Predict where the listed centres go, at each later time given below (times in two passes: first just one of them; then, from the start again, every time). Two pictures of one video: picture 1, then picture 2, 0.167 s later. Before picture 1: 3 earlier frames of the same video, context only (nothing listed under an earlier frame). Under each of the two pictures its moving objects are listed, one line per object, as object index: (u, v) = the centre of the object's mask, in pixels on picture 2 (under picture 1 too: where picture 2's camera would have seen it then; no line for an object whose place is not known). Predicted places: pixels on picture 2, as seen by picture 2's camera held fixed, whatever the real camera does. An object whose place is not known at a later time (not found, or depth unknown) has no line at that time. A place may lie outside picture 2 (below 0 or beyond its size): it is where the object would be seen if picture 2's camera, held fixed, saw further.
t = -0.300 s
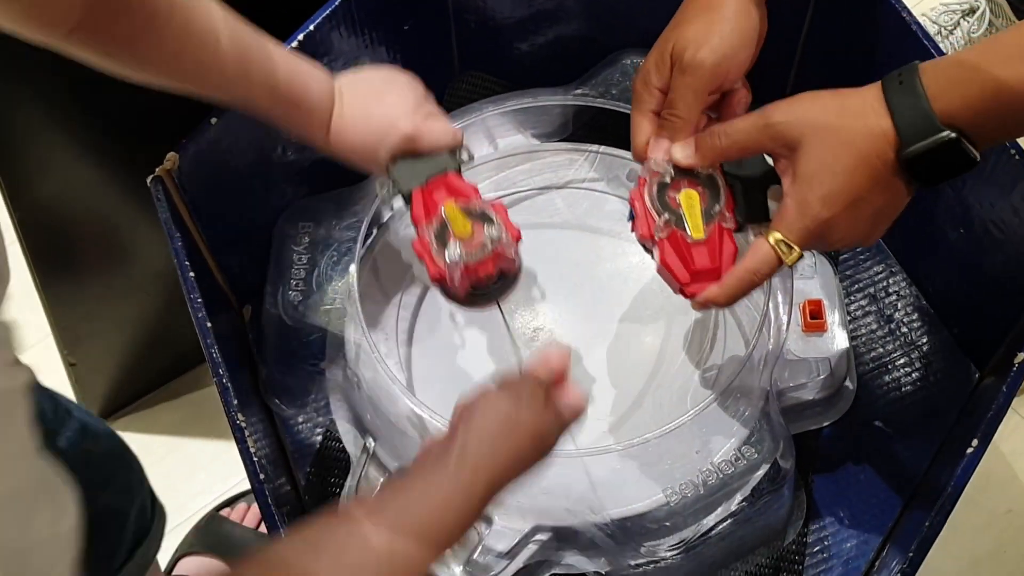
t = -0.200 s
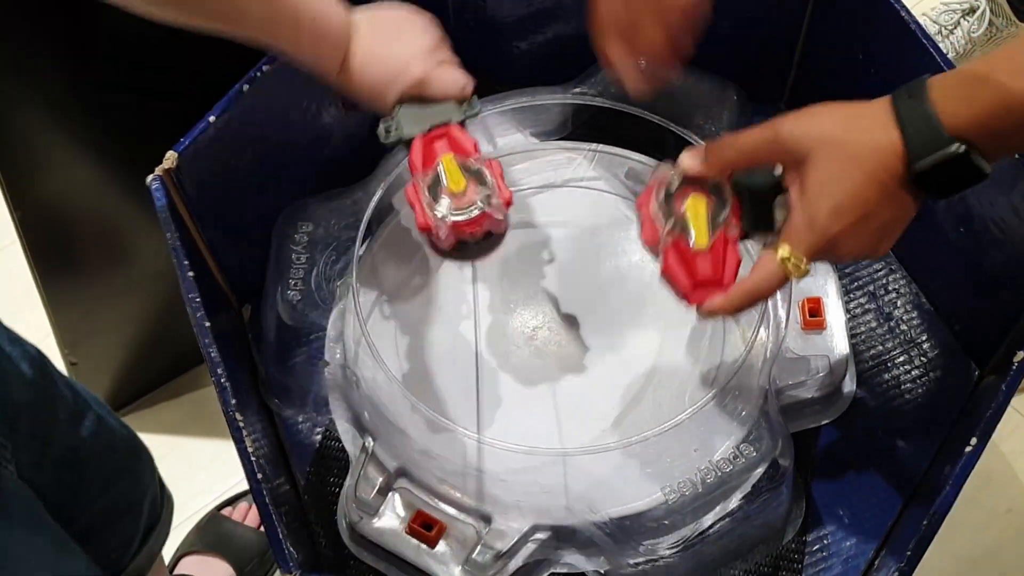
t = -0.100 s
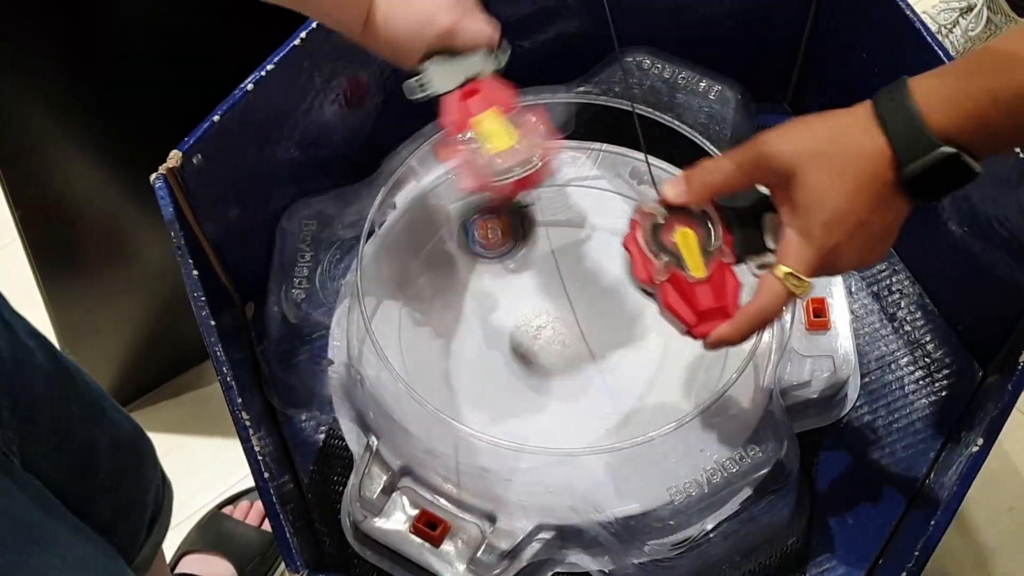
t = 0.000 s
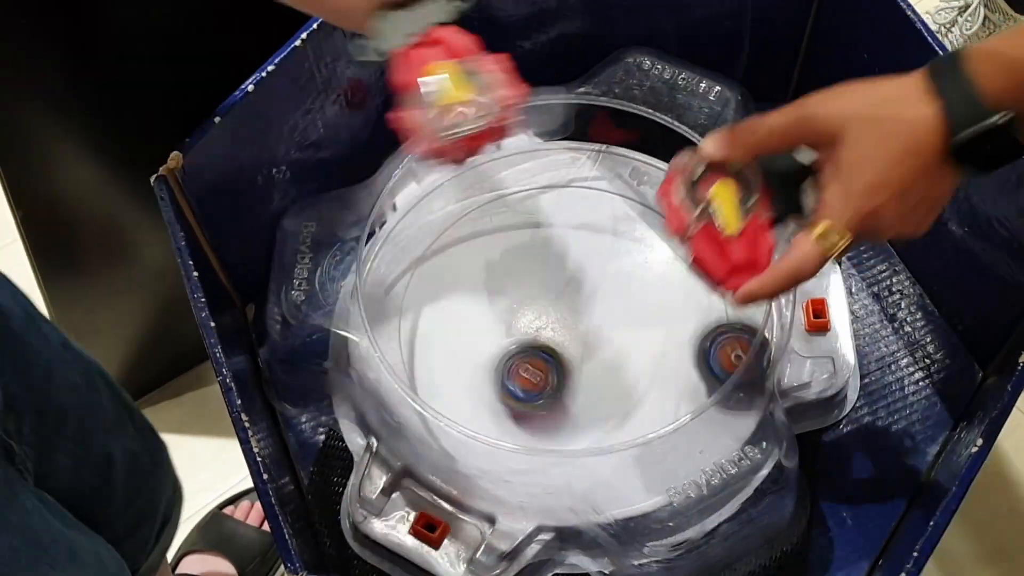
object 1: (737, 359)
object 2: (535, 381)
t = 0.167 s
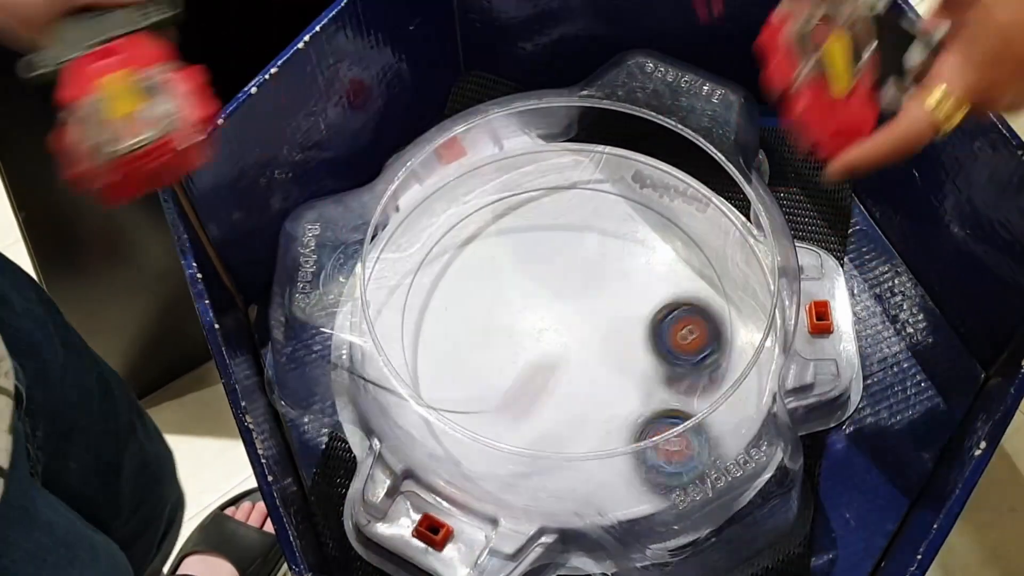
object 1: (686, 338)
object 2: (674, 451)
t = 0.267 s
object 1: (609, 318)
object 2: (733, 415)
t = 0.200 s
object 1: (664, 336)
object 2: (704, 447)
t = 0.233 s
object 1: (637, 325)
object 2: (730, 431)
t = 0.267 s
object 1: (609, 318)
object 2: (733, 415)
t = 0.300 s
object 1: (585, 313)
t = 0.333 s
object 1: (562, 303)
